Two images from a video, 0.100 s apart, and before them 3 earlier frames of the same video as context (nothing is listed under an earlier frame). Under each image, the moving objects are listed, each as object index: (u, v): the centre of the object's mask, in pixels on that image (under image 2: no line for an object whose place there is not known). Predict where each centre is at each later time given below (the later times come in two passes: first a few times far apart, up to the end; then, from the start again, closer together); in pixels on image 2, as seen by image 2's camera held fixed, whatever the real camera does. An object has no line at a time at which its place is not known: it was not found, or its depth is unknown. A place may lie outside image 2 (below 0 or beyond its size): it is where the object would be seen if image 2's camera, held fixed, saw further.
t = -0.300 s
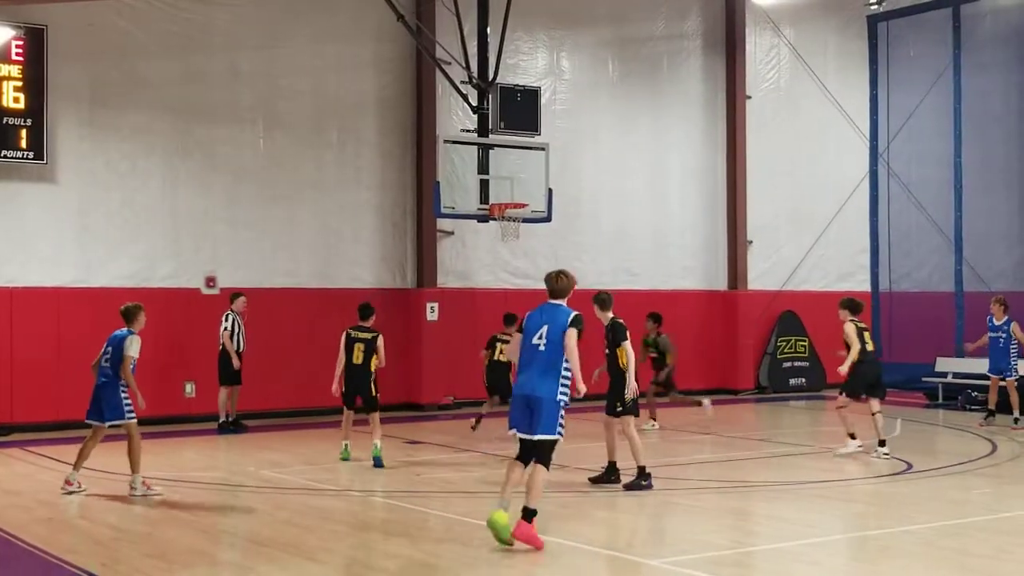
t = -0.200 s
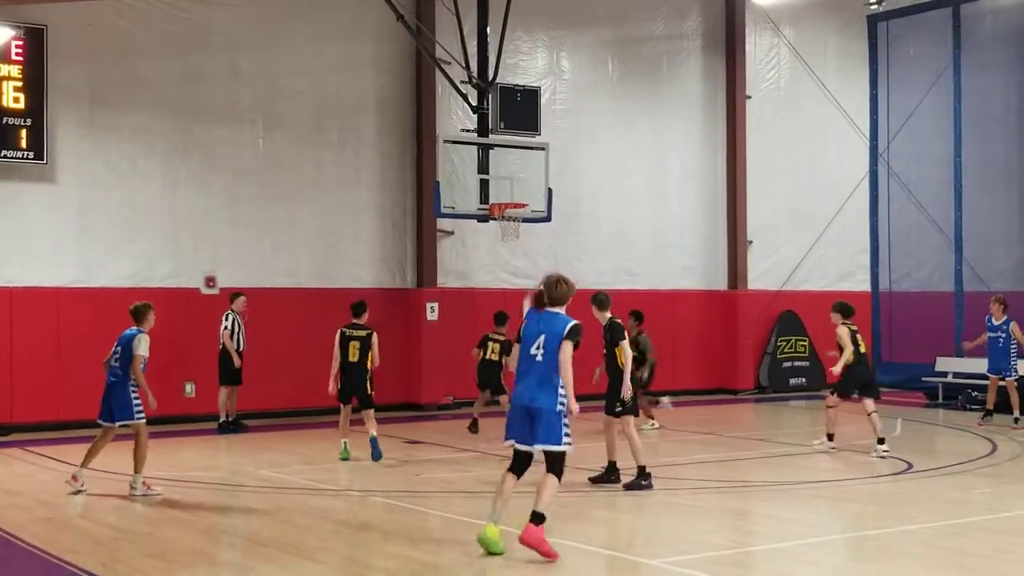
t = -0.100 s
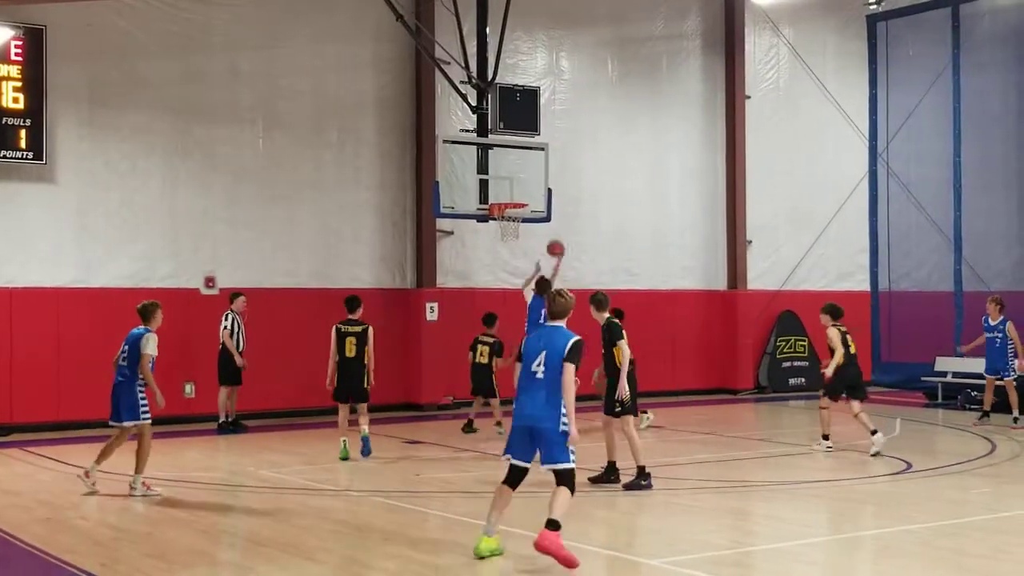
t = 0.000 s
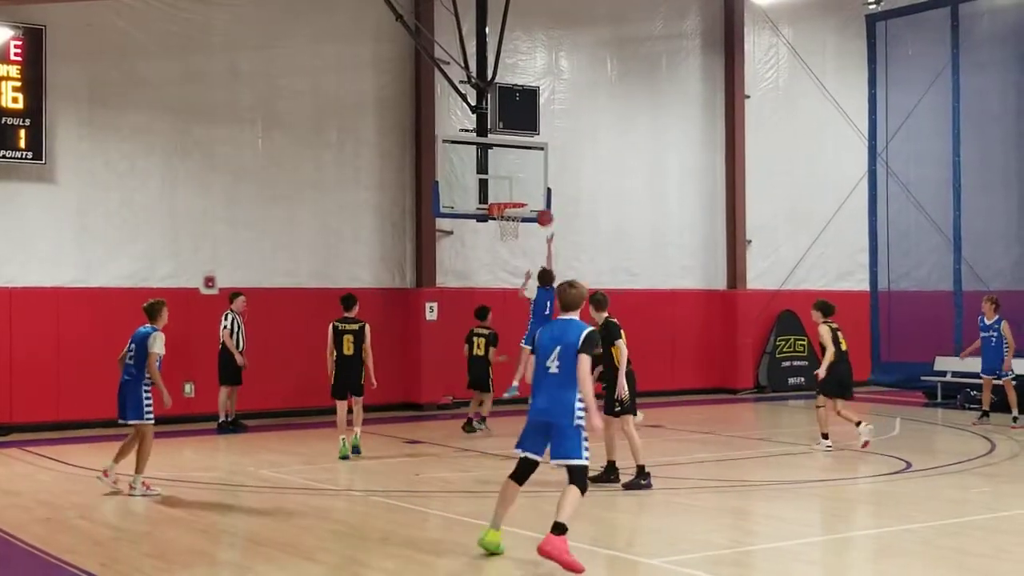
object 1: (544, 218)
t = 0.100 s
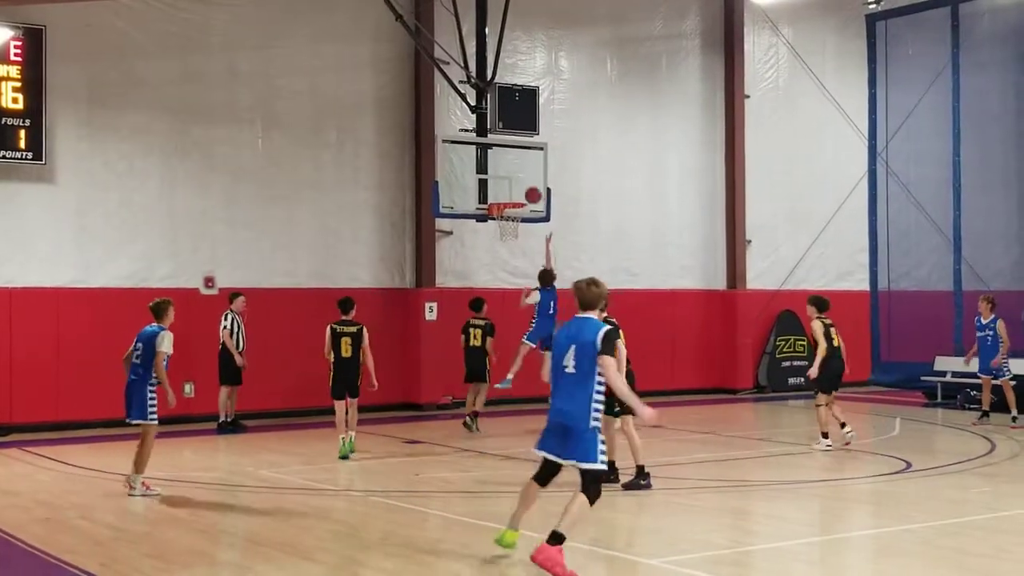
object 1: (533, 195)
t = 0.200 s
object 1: (522, 181)
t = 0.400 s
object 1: (502, 172)
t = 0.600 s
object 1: (515, 191)
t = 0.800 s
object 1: (502, 200)
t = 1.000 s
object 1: (513, 205)
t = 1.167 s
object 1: (509, 217)
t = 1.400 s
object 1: (503, 227)
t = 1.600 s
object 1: (503, 261)
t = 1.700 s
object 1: (503, 286)
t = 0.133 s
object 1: (529, 190)
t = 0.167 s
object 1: (526, 185)
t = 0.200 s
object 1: (522, 181)
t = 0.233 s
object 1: (519, 177)
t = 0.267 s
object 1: (515, 175)
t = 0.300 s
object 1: (512, 173)
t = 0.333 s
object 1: (508, 172)
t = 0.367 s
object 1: (505, 172)
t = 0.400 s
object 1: (502, 172)
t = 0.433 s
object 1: (504, 174)
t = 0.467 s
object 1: (507, 175)
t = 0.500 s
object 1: (509, 178)
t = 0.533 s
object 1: (511, 181)
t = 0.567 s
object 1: (513, 186)
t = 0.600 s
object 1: (515, 191)
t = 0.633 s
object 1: (518, 197)
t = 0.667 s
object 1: (516, 199)
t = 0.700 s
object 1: (511, 198)
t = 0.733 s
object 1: (507, 198)
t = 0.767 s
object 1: (503, 199)
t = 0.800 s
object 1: (502, 200)
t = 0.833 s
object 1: (505, 199)
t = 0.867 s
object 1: (509, 200)
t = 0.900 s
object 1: (513, 202)
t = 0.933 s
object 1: (515, 204)
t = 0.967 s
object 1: (515, 204)
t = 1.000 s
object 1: (513, 205)
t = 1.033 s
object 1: (512, 208)
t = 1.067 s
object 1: (513, 211)
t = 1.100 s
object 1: (511, 214)
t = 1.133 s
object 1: (510, 216)
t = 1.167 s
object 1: (509, 217)
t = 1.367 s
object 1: (503, 225)
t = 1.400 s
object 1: (503, 227)
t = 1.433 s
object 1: (503, 230)
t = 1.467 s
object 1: (503, 235)
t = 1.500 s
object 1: (503, 241)
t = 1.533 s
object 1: (503, 247)
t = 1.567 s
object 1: (503, 254)
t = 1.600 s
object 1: (503, 261)
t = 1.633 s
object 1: (503, 270)
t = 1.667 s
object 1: (503, 279)
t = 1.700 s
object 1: (503, 286)
